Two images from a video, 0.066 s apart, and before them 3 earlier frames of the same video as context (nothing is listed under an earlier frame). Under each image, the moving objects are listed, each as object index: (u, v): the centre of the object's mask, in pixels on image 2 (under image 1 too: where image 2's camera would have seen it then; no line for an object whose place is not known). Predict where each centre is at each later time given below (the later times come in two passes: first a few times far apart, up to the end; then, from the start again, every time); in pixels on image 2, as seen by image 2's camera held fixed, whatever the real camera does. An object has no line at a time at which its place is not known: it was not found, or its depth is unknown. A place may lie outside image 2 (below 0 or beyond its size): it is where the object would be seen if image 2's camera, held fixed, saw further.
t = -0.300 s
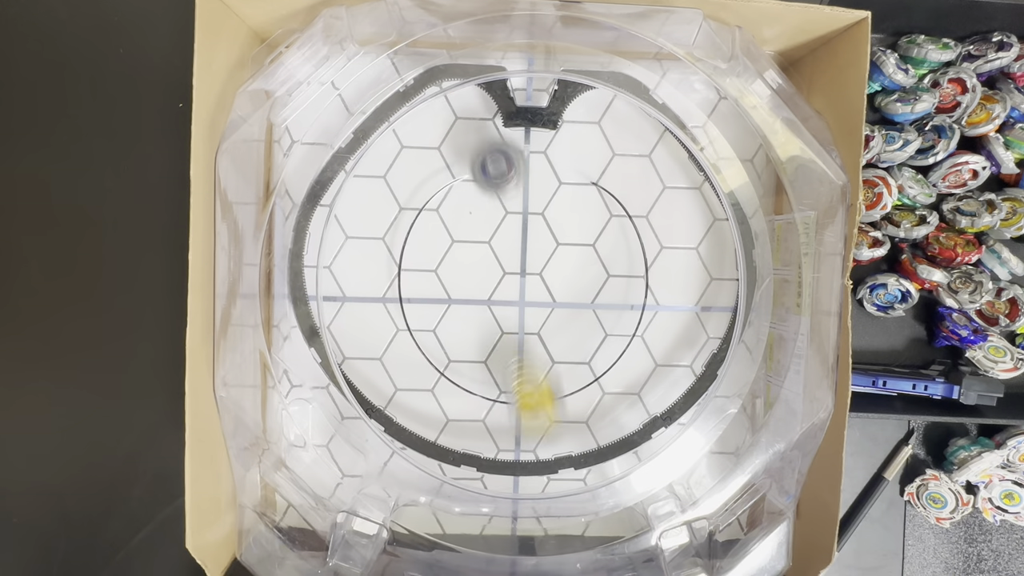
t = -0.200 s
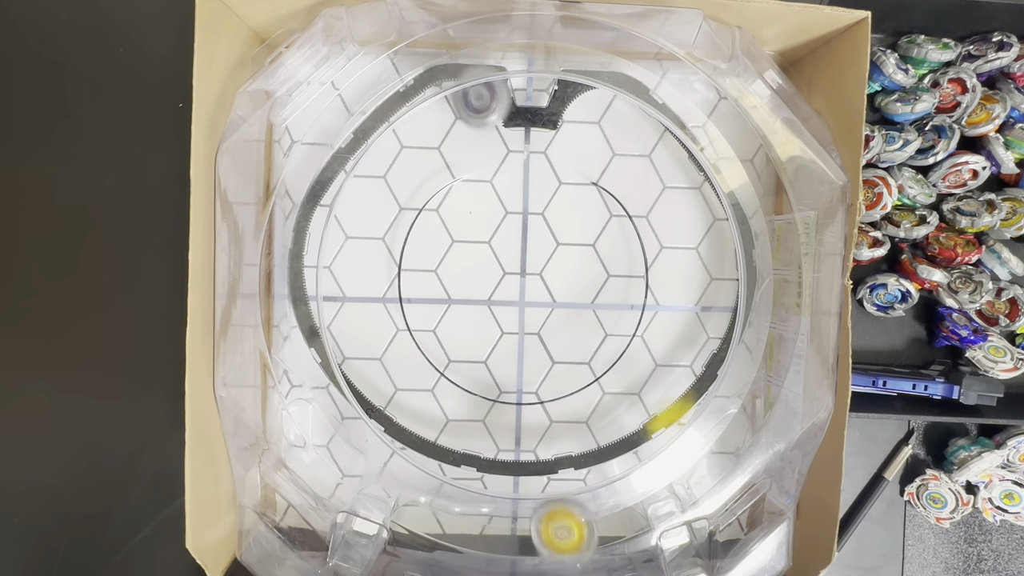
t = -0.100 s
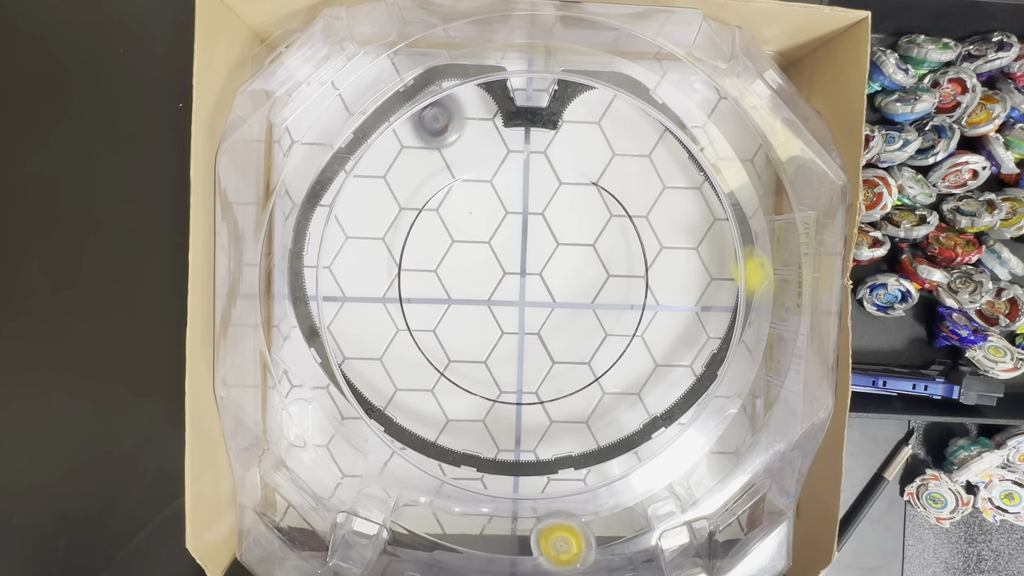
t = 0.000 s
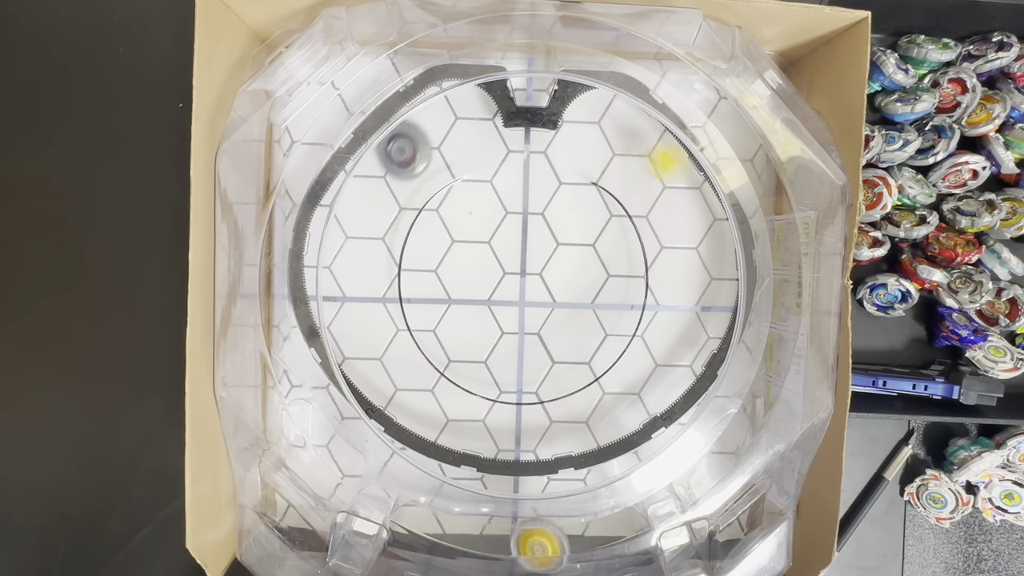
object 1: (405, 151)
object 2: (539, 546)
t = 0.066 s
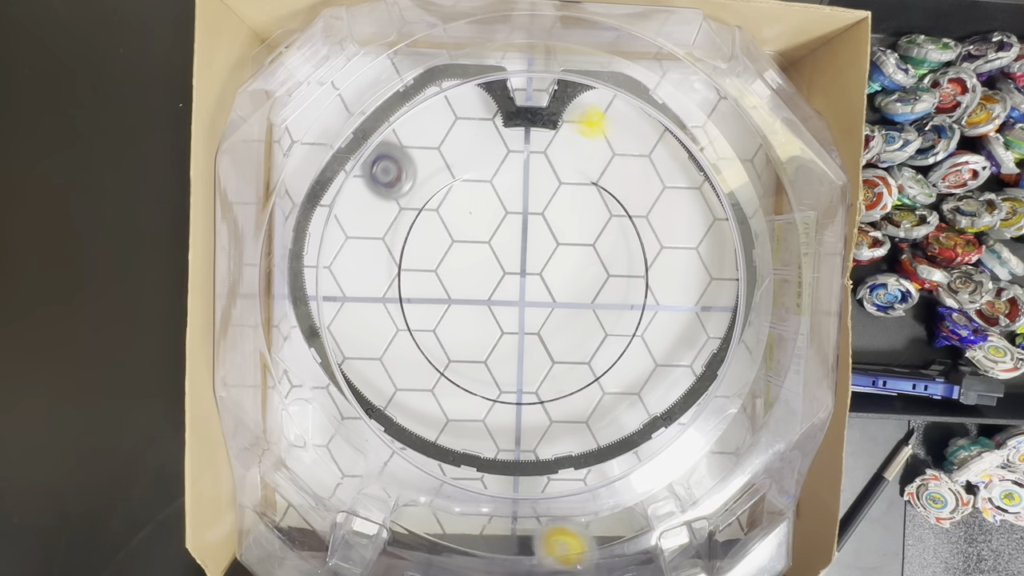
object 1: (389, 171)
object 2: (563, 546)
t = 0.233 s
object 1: (370, 218)
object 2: (587, 532)
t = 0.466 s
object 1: (375, 265)
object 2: (606, 528)
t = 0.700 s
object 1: (397, 282)
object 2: (602, 527)
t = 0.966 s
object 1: (498, 276)
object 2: (601, 528)
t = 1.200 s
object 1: (573, 291)
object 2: (598, 528)
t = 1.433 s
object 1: (546, 333)
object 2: (602, 528)
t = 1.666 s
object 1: (486, 351)
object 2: (599, 528)
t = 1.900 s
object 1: (415, 324)
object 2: (599, 528)
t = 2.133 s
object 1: (488, 262)
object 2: (599, 528)
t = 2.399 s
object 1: (636, 320)
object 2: (598, 528)
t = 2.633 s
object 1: (574, 365)
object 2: (598, 528)
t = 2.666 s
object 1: (559, 367)
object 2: (598, 528)
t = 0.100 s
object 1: (383, 181)
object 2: (586, 546)
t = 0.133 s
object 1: (378, 191)
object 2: (609, 543)
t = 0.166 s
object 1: (375, 200)
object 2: (611, 542)
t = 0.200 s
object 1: (372, 209)
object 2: (599, 539)
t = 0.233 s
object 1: (370, 218)
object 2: (587, 532)
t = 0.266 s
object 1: (369, 227)
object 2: (588, 530)
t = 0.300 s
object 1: (368, 235)
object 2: (599, 529)
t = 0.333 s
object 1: (369, 243)
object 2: (607, 527)
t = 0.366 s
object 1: (370, 249)
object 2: (605, 526)
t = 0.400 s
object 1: (371, 255)
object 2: (603, 528)
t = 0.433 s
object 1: (373, 260)
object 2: (604, 528)
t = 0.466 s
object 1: (375, 265)
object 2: (606, 528)
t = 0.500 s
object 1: (377, 269)
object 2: (605, 527)
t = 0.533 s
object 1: (379, 273)
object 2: (605, 528)
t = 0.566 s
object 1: (383, 276)
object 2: (600, 528)
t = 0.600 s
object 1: (385, 278)
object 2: (606, 526)
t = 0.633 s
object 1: (389, 280)
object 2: (601, 529)
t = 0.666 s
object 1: (393, 281)
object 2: (604, 527)
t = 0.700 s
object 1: (397, 282)
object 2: (602, 527)
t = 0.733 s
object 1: (405, 282)
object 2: (601, 527)
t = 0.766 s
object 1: (414, 282)
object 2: (601, 528)
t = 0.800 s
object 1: (426, 281)
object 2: (596, 529)
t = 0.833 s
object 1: (440, 280)
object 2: (593, 528)
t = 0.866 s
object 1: (454, 279)
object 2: (594, 528)
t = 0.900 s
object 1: (466, 277)
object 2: (594, 529)
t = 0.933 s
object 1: (483, 276)
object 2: (598, 529)
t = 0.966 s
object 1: (498, 276)
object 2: (601, 528)
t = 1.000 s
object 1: (513, 276)
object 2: (601, 527)
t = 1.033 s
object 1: (527, 276)
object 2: (598, 530)
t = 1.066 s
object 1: (540, 279)
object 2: (600, 527)
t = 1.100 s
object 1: (550, 281)
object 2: (602, 527)
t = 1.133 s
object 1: (560, 283)
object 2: (602, 527)
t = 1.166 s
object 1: (567, 286)
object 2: (599, 528)
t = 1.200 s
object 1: (573, 291)
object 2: (598, 528)
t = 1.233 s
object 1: (575, 295)
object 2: (598, 528)
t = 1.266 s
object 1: (576, 301)
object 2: (598, 528)
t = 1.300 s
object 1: (574, 307)
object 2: (600, 528)
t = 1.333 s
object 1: (570, 313)
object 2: (600, 527)
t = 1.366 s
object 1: (564, 320)
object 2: (602, 528)
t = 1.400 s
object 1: (556, 327)
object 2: (602, 528)
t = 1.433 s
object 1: (546, 333)
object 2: (602, 528)
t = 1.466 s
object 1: (539, 338)
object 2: (600, 528)
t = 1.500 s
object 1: (533, 342)
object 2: (601, 528)
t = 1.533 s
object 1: (525, 346)
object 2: (602, 528)
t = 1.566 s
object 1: (517, 348)
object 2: (602, 527)
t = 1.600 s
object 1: (506, 350)
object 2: (601, 528)
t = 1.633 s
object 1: (495, 350)
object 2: (599, 527)
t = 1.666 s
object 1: (486, 351)
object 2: (599, 528)
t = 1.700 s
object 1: (475, 350)
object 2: (601, 527)
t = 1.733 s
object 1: (465, 348)
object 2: (602, 527)
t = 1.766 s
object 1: (455, 346)
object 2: (602, 526)
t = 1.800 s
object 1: (445, 342)
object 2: (601, 527)
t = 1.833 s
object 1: (435, 338)
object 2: (598, 528)
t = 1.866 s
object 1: (425, 332)
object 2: (599, 528)
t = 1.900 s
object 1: (415, 324)
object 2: (599, 528)
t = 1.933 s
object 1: (410, 313)
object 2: (600, 527)
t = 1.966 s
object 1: (412, 301)
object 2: (601, 527)
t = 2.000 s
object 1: (419, 287)
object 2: (599, 527)
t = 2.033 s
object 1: (431, 276)
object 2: (597, 528)
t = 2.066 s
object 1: (447, 268)
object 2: (597, 528)
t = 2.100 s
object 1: (468, 263)
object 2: (598, 528)
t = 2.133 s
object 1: (488, 262)
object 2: (599, 528)
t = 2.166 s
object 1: (512, 262)
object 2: (598, 528)
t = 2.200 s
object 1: (535, 266)
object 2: (598, 528)
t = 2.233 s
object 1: (556, 271)
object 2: (598, 528)
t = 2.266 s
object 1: (578, 278)
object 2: (598, 528)
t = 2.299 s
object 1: (596, 287)
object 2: (598, 528)
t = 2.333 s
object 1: (612, 297)
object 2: (598, 528)
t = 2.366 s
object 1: (627, 309)
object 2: (598, 528)
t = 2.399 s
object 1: (636, 320)
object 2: (598, 528)
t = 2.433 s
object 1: (642, 333)
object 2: (598, 528)
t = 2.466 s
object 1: (636, 341)
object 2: (598, 528)
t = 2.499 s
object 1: (627, 347)
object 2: (598, 528)
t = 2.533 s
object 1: (615, 353)
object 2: (598, 528)
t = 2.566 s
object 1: (602, 358)
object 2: (598, 528)
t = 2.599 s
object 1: (589, 362)
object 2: (598, 528)
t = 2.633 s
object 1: (574, 365)
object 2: (598, 528)
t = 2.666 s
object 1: (559, 367)
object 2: (598, 528)
